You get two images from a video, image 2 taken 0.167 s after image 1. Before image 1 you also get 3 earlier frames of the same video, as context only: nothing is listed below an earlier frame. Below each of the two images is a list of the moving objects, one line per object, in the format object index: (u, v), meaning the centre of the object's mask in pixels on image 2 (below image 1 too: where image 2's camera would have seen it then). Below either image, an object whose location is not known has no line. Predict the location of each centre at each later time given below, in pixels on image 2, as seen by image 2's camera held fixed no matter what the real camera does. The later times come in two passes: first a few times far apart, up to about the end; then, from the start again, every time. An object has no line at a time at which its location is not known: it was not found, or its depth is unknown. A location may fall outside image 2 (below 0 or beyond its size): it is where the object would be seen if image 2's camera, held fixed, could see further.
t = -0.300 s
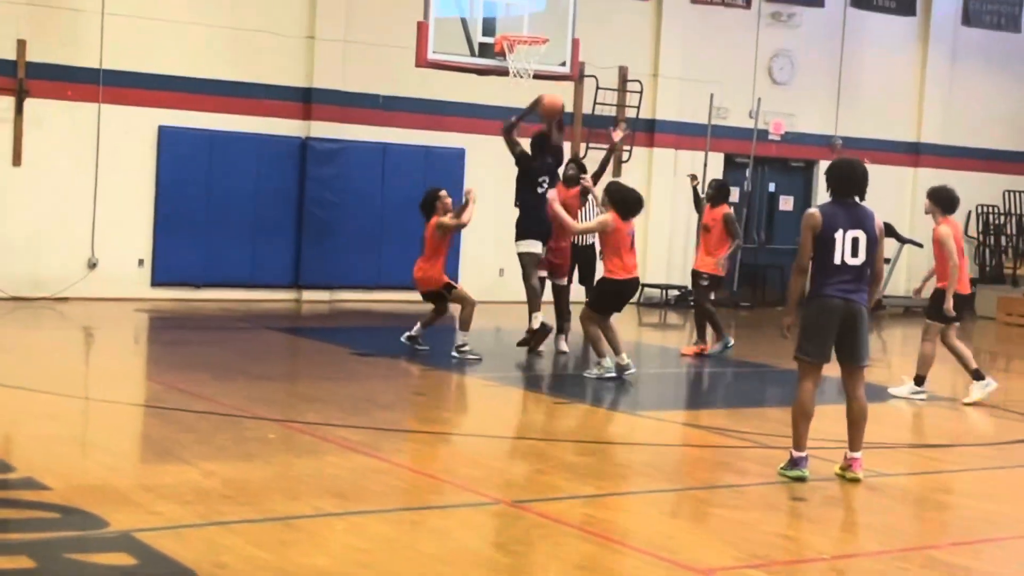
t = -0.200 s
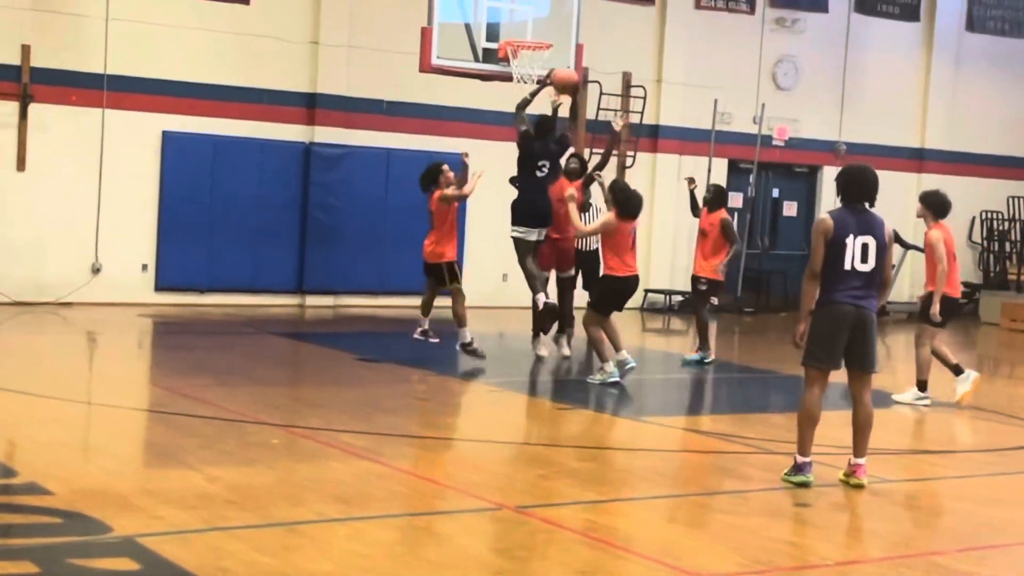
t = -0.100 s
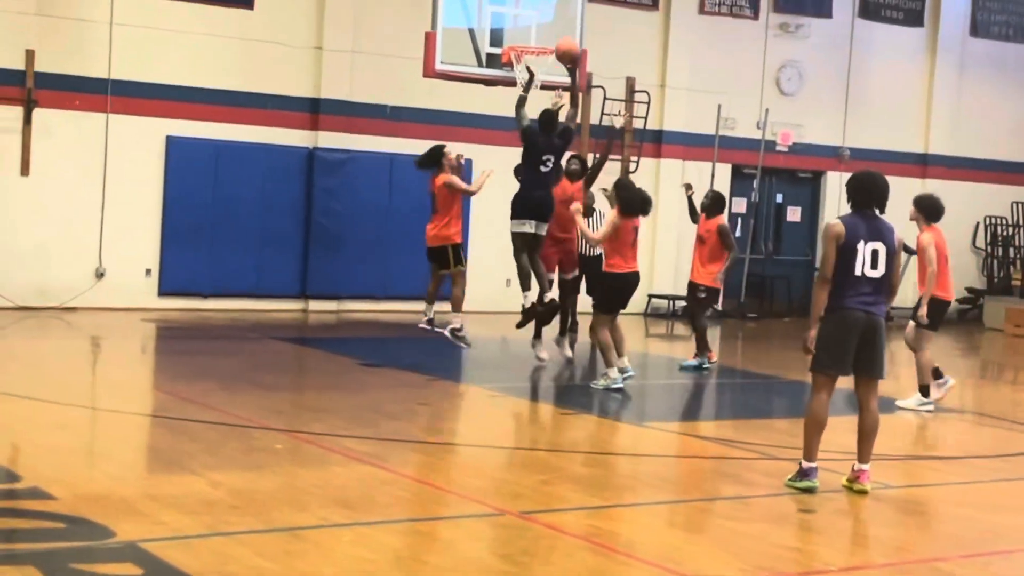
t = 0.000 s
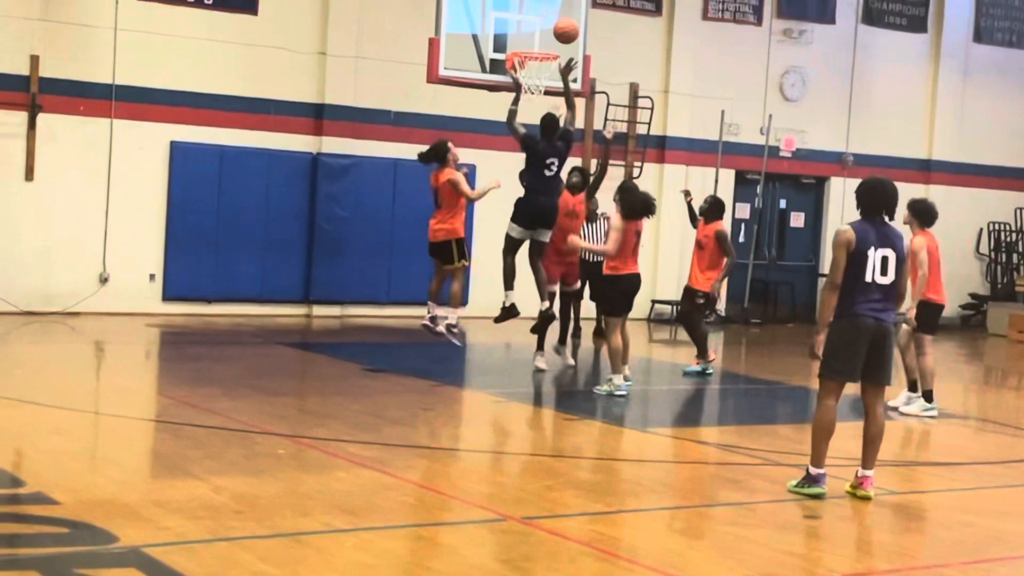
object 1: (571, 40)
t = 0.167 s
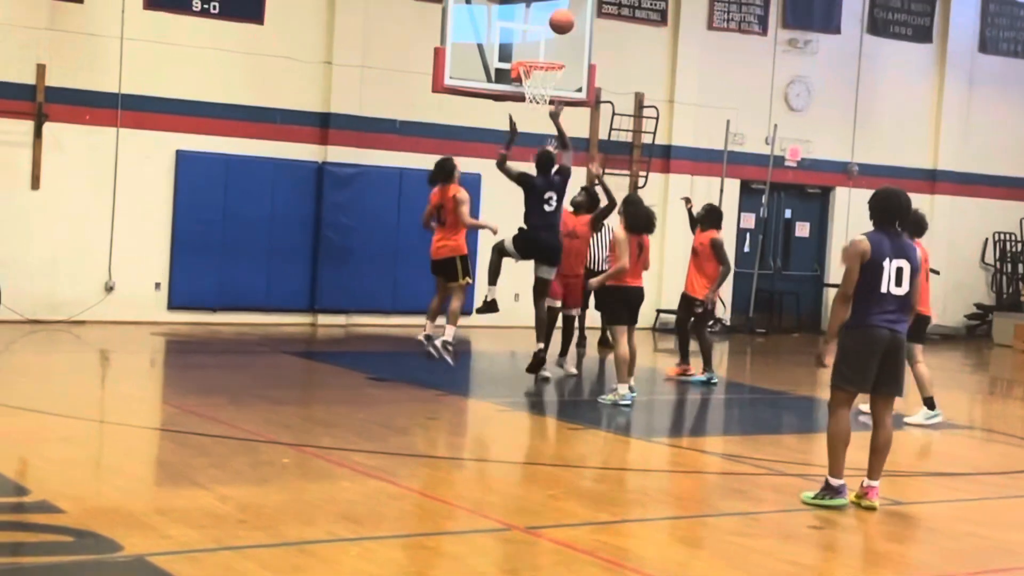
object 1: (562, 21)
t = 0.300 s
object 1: (553, 27)
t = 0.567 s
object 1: (542, 47)
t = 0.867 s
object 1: (540, 84)
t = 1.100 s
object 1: (537, 155)
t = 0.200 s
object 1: (559, 21)
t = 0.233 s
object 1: (558, 22)
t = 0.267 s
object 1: (556, 24)
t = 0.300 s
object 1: (553, 27)
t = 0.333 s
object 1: (551, 31)
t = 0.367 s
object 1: (549, 37)
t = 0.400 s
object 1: (546, 44)
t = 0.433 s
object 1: (544, 50)
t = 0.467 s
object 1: (544, 48)
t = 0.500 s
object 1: (543, 46)
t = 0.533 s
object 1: (543, 46)
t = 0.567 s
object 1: (542, 47)
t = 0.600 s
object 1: (541, 49)
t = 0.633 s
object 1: (540, 50)
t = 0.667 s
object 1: (540, 53)
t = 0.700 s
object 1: (539, 56)
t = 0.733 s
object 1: (537, 68)
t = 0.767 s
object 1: (536, 73)
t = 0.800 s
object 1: (538, 75)
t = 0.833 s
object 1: (538, 78)
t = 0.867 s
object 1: (540, 84)
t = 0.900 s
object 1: (537, 93)
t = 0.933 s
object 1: (537, 102)
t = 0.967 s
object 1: (538, 111)
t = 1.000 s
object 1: (538, 120)
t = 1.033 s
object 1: (538, 130)
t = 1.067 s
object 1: (538, 143)
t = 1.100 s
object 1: (537, 155)
